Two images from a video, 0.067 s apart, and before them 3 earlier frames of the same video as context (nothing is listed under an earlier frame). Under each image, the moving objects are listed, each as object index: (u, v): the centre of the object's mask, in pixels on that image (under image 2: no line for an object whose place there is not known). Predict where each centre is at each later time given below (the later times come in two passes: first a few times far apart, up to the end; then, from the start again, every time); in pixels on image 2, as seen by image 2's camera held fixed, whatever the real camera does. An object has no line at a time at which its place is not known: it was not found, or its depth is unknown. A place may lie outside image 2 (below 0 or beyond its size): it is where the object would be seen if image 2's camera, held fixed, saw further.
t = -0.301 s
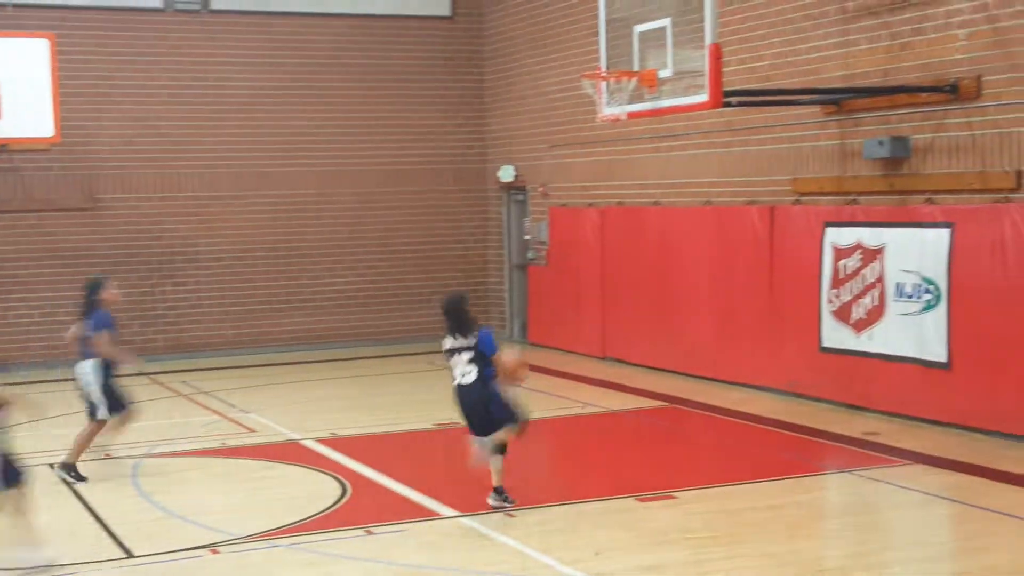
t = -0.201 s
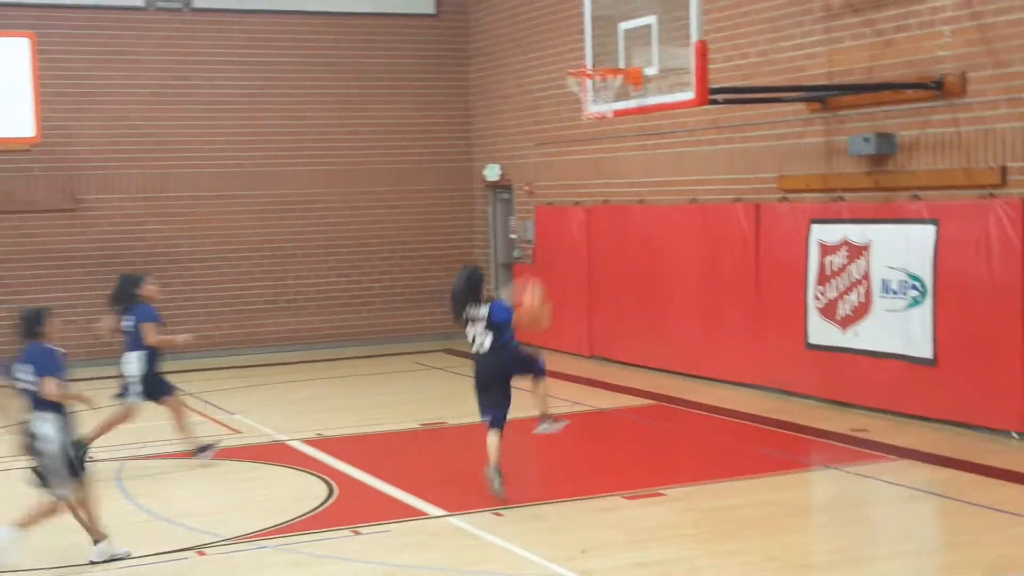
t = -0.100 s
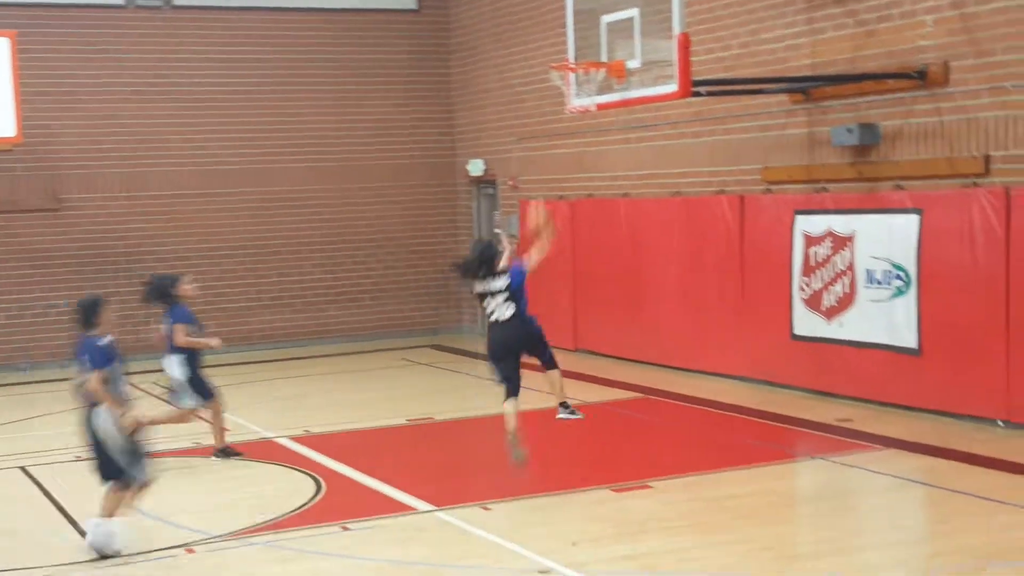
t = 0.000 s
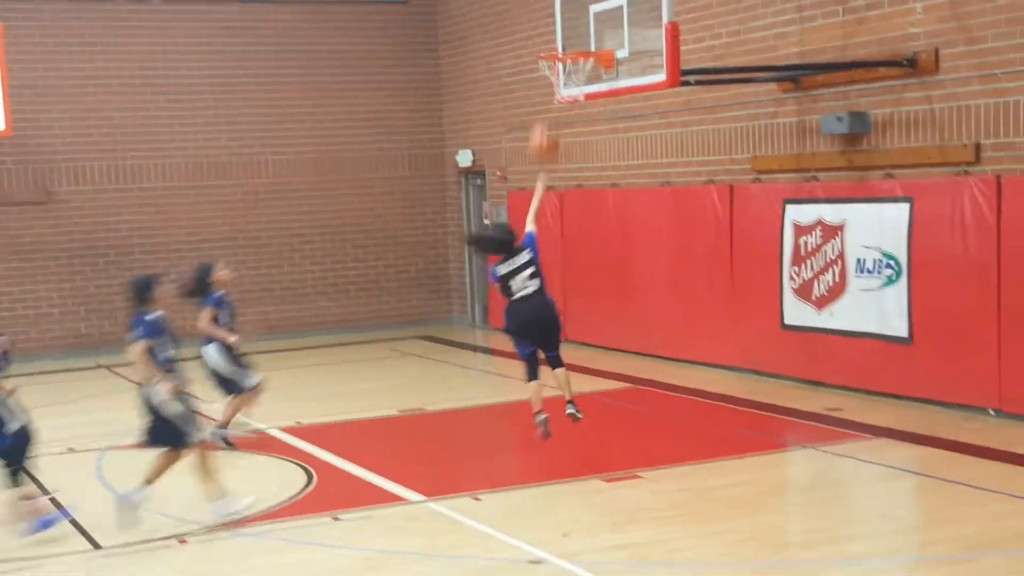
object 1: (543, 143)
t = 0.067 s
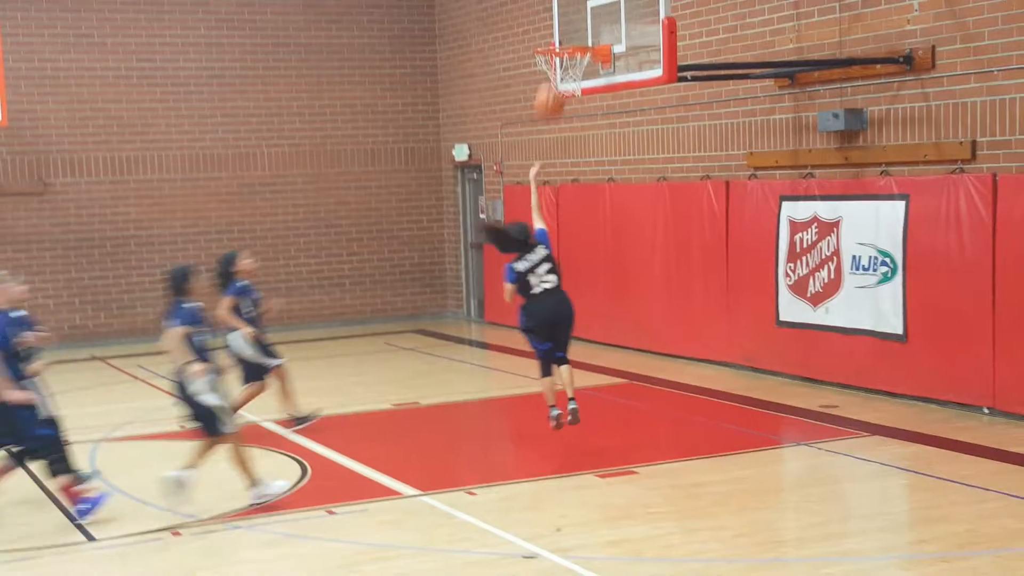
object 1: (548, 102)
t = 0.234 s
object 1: (572, 40)
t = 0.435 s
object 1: (603, 13)
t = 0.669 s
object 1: (642, 36)
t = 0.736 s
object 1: (642, 47)
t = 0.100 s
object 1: (553, 84)
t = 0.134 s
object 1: (559, 72)
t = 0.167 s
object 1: (563, 59)
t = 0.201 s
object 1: (568, 48)
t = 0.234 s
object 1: (572, 40)
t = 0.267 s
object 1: (575, 33)
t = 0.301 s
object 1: (582, 25)
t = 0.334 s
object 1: (586, 19)
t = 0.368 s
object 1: (592, 16)
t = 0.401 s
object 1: (598, 14)
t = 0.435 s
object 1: (603, 13)
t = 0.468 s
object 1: (607, 13)
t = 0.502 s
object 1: (611, 13)
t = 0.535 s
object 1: (619, 14)
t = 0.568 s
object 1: (624, 17)
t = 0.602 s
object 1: (630, 21)
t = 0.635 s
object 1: (636, 28)
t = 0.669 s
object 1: (642, 36)
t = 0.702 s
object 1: (642, 41)
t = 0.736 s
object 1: (642, 47)
